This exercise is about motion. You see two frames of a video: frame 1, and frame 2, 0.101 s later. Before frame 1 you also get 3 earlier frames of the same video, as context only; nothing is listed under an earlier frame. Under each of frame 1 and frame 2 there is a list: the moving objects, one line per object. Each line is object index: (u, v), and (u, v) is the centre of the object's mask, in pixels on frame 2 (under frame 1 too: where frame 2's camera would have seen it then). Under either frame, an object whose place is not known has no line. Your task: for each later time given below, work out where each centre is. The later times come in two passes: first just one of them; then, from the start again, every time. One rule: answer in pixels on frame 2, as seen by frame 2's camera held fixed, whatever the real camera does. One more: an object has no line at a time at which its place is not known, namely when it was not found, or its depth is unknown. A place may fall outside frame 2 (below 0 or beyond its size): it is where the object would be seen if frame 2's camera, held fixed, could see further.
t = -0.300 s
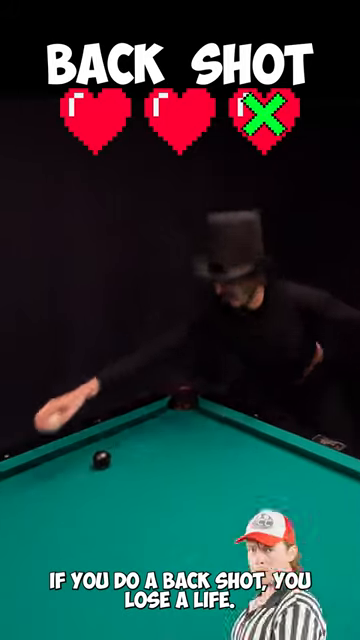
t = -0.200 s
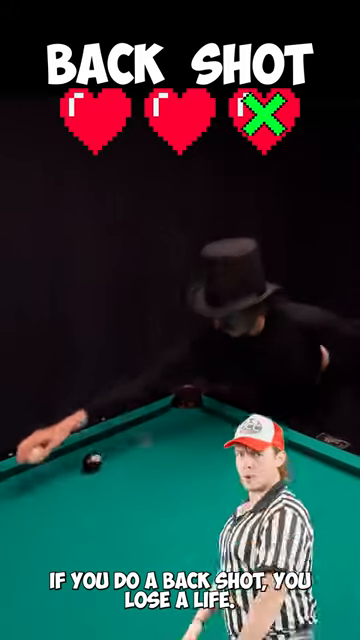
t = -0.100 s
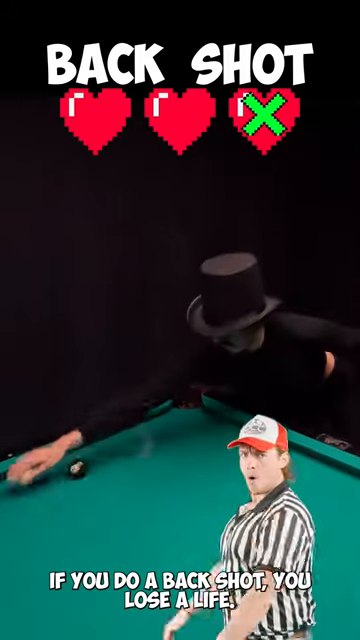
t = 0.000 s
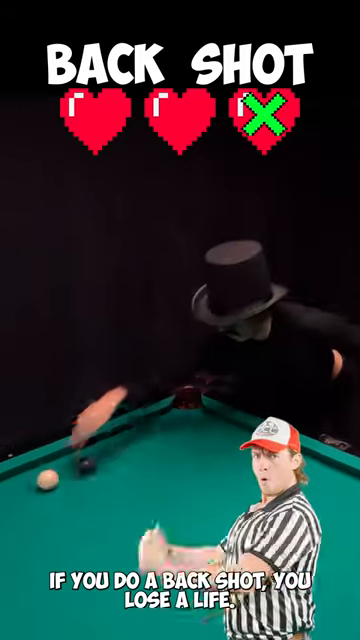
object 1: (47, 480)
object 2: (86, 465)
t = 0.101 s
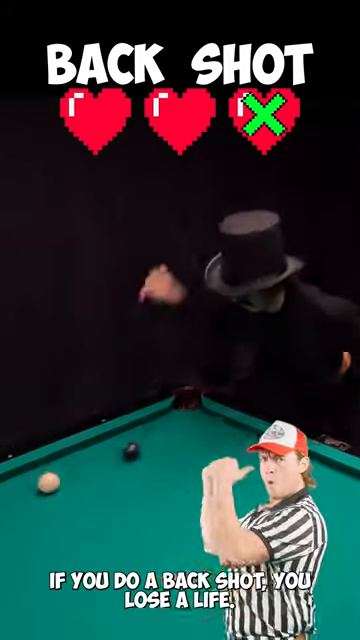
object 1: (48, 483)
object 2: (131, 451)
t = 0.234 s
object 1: (59, 483)
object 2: (174, 437)
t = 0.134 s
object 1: (50, 483)
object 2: (144, 447)
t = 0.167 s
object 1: (53, 483)
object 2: (154, 444)
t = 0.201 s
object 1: (56, 483)
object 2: (164, 441)
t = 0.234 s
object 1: (59, 483)
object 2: (174, 437)
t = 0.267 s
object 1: (62, 483)
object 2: (183, 434)
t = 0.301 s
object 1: (65, 483)
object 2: (191, 432)
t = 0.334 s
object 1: (68, 483)
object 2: (200, 429)
